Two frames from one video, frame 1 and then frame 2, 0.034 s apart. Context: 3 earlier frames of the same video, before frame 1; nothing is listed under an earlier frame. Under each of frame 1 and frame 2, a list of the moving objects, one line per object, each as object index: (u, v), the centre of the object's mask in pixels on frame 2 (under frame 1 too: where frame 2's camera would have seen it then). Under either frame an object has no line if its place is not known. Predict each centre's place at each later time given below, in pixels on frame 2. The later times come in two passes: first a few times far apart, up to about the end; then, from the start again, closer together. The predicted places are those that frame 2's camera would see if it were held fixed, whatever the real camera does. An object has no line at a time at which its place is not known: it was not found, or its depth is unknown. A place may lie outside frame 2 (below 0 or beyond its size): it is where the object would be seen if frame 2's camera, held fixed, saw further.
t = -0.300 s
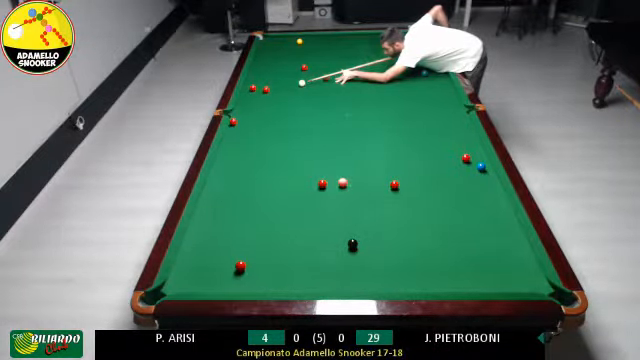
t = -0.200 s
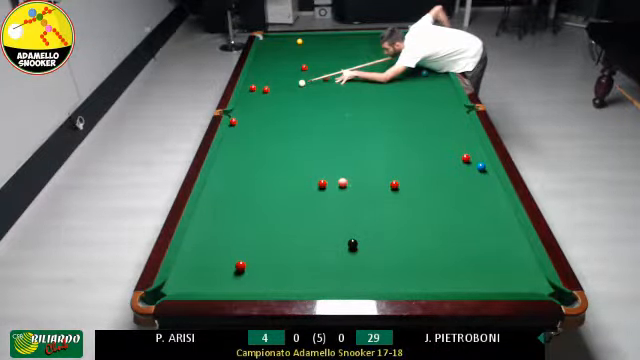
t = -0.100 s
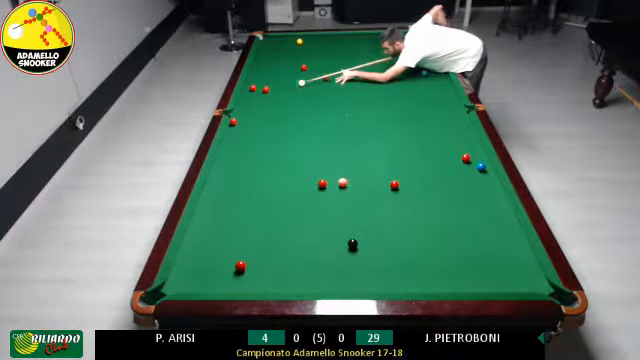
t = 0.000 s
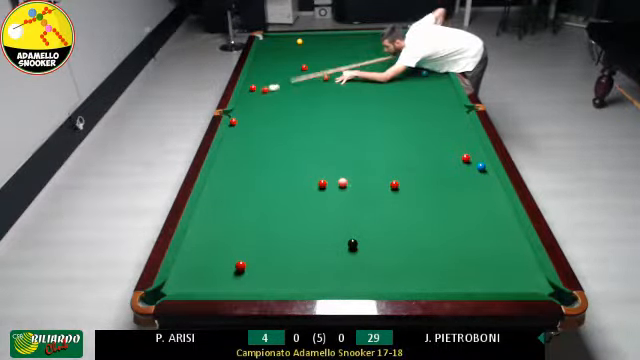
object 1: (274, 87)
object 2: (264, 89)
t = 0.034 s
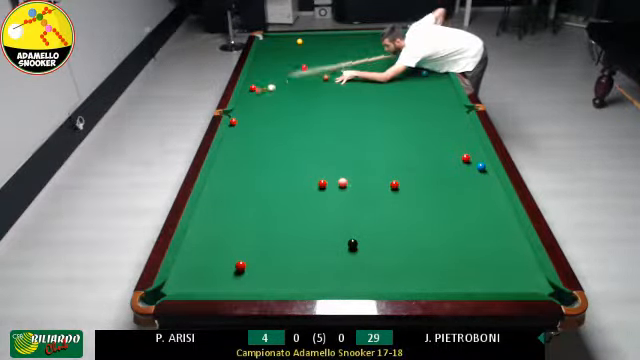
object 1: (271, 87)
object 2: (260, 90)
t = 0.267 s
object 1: (262, 88)
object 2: (275, 98)
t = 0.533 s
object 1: (257, 88)
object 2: (325, 103)
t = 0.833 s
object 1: (254, 89)
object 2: (383, 108)
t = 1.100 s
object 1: (253, 89)
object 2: (436, 114)
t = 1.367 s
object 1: (253, 89)
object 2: (449, 118)
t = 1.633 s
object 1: (252, 90)
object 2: (417, 122)
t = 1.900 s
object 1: (252, 90)
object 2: (387, 124)
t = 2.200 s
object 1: (252, 90)
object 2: (353, 129)
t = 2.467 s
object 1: (252, 90)
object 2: (323, 132)
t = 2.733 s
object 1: (252, 90)
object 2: (293, 135)
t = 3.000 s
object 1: (252, 90)
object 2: (265, 138)
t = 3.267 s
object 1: (252, 90)
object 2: (238, 141)
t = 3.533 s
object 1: (252, 90)
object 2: (231, 143)
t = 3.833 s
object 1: (252, 90)
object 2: (246, 145)
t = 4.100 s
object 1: (252, 90)
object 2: (261, 146)
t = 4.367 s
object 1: (252, 90)
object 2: (275, 147)
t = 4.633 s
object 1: (252, 90)
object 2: (287, 148)
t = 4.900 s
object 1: (252, 90)
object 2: (299, 148)
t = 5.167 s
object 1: (252, 90)
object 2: (311, 150)
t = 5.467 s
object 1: (252, 90)
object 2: (320, 150)
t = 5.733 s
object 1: (252, 90)
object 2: (330, 151)
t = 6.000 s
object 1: (252, 90)
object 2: (337, 152)
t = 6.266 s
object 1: (252, 90)
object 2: (343, 152)
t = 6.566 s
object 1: (252, 90)
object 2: (350, 153)
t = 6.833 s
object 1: (252, 90)
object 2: (355, 154)
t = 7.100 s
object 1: (252, 90)
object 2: (358, 154)
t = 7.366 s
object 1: (252, 90)
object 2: (360, 154)
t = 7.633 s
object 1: (252, 90)
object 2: (361, 154)
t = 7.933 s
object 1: (252, 90)
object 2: (361, 154)
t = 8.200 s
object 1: (252, 90)
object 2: (362, 155)
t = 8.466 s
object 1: (252, 90)
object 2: (362, 155)
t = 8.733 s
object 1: (252, 90)
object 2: (361, 155)
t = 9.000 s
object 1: (252, 90)
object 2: (362, 155)
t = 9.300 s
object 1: (252, 90)
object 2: (361, 155)
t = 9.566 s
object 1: (252, 90)
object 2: (361, 155)
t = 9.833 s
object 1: (252, 90)
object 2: (361, 155)
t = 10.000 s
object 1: (252, 90)
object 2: (361, 155)
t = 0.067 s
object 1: (271, 87)
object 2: (247, 93)
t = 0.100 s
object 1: (270, 88)
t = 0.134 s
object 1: (268, 88)
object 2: (250, 94)
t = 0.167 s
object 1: (267, 87)
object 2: (259, 96)
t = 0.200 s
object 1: (266, 87)
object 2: (263, 97)
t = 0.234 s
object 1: (264, 88)
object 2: (268, 97)
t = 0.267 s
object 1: (262, 88)
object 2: (275, 98)
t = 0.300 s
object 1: (261, 88)
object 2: (283, 99)
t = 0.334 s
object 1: (260, 88)
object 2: (288, 99)
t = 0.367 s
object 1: (259, 88)
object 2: (294, 100)
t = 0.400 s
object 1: (258, 88)
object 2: (300, 100)
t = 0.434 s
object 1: (258, 88)
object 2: (307, 101)
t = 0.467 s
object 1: (258, 88)
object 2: (313, 102)
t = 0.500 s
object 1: (257, 88)
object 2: (319, 102)
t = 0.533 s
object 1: (257, 88)
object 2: (325, 103)
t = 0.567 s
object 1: (256, 88)
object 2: (331, 103)
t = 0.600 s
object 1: (256, 89)
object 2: (338, 104)
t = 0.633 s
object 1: (255, 89)
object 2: (344, 104)
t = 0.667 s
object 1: (255, 89)
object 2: (350, 105)
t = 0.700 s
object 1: (254, 89)
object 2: (357, 106)
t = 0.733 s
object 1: (254, 89)
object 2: (363, 106)
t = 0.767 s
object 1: (254, 89)
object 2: (370, 107)
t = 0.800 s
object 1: (254, 89)
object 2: (376, 107)
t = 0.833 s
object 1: (254, 89)
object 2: (383, 108)
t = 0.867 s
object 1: (254, 89)
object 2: (390, 109)
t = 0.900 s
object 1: (254, 89)
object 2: (396, 110)
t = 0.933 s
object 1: (254, 89)
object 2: (404, 111)
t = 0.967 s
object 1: (254, 89)
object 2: (409, 111)
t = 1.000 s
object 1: (253, 89)
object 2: (417, 111)
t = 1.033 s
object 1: (253, 89)
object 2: (423, 112)
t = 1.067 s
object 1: (253, 90)
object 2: (429, 113)
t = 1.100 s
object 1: (253, 89)
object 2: (436, 114)
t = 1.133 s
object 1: (253, 89)
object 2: (442, 114)
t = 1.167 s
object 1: (253, 89)
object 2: (449, 115)
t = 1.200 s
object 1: (253, 89)
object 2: (456, 116)
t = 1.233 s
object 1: (253, 89)
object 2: (463, 116)
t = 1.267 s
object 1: (253, 89)
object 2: (463, 116)
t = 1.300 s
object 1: (253, 89)
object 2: (458, 117)
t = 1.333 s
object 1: (253, 89)
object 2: (453, 118)
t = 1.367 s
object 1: (253, 89)
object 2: (449, 118)
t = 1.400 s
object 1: (252, 89)
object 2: (444, 118)
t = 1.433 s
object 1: (252, 89)
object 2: (440, 118)
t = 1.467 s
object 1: (252, 89)
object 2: (436, 119)
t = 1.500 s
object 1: (252, 89)
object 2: (432, 120)
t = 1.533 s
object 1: (252, 89)
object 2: (428, 120)
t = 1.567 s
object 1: (252, 89)
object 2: (425, 121)
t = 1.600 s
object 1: (252, 90)
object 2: (421, 121)
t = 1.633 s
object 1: (252, 90)
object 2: (417, 122)
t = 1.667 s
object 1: (252, 90)
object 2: (413, 122)
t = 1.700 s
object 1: (252, 90)
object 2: (409, 122)
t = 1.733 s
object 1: (252, 90)
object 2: (405, 122)
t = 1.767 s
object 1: (252, 90)
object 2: (401, 123)
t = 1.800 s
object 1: (252, 90)
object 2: (397, 123)
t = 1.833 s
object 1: (252, 90)
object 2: (393, 124)
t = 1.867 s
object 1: (252, 90)
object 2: (390, 124)
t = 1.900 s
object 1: (252, 90)
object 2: (387, 124)
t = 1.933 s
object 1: (252, 90)
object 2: (383, 125)
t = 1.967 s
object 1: (252, 90)
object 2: (379, 126)
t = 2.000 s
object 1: (252, 90)
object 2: (375, 126)
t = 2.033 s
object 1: (252, 90)
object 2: (371, 127)
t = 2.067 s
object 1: (252, 90)
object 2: (368, 127)
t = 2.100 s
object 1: (252, 90)
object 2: (363, 127)
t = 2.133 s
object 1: (252, 90)
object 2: (360, 128)
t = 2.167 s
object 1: (252, 90)
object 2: (357, 128)
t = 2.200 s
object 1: (252, 90)
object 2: (353, 129)
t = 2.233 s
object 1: (252, 90)
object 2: (348, 129)
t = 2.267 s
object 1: (252, 90)
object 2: (344, 130)
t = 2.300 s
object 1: (252, 90)
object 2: (341, 131)
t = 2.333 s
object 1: (252, 90)
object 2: (337, 131)
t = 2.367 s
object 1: (252, 90)
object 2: (333, 131)
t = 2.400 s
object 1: (252, 90)
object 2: (329, 131)
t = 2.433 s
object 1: (252, 90)
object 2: (325, 131)
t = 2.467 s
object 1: (252, 90)
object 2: (323, 132)
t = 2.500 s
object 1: (252, 90)
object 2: (319, 132)
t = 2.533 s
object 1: (252, 90)
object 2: (315, 132)
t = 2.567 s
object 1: (252, 90)
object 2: (312, 133)
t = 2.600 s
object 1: (252, 90)
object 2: (308, 133)
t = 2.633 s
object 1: (252, 90)
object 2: (304, 134)
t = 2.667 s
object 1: (252, 90)
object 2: (301, 134)
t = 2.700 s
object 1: (252, 90)
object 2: (297, 135)
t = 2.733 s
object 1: (252, 90)
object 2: (293, 135)
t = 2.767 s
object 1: (252, 90)
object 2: (291, 135)
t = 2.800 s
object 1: (252, 90)
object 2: (286, 136)
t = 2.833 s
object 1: (252, 90)
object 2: (283, 136)
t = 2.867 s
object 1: (252, 90)
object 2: (279, 136)
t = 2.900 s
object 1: (252, 90)
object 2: (277, 137)
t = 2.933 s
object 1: (252, 90)
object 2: (272, 137)
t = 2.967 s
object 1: (252, 90)
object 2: (269, 138)
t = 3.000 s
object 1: (252, 90)
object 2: (265, 138)
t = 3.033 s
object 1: (252, 90)
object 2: (262, 138)
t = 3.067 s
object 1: (252, 90)
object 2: (259, 139)
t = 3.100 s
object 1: (252, 90)
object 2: (255, 139)
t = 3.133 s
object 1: (252, 90)
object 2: (252, 139)
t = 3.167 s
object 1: (252, 90)
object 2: (248, 140)
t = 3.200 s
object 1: (252, 90)
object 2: (245, 140)
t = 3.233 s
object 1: (252, 90)
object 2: (242, 141)
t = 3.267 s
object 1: (252, 90)
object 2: (238, 141)
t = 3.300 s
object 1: (252, 90)
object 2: (234, 142)
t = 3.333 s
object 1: (252, 90)
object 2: (232, 142)
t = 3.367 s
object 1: (252, 90)
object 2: (228, 142)
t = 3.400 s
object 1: (252, 90)
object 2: (226, 142)
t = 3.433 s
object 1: (252, 90)
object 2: (226, 142)
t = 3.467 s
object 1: (252, 90)
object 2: (227, 143)
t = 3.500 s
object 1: (252, 90)
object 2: (229, 143)
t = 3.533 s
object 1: (252, 90)
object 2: (231, 143)
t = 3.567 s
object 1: (252, 90)
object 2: (232, 143)
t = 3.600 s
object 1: (252, 90)
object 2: (232, 143)
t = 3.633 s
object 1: (252, 90)
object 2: (236, 144)
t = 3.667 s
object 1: (252, 90)
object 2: (238, 144)
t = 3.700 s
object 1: (252, 90)
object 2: (240, 144)
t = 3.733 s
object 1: (252, 90)
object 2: (242, 144)
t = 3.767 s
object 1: (252, 90)
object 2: (244, 144)
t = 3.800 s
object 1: (252, 90)
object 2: (246, 144)
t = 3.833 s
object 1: (252, 90)
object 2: (246, 145)
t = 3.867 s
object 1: (252, 90)
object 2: (249, 145)
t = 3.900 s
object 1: (252, 90)
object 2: (251, 145)
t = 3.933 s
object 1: (252, 90)
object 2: (252, 145)
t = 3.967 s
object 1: (252, 90)
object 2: (255, 145)
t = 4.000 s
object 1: (252, 90)
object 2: (256, 145)
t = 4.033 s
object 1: (252, 90)
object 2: (258, 146)
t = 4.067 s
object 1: (252, 90)
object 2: (259, 146)
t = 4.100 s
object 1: (252, 90)
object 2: (261, 146)
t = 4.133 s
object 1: (252, 90)
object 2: (263, 146)
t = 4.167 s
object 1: (252, 90)
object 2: (265, 146)
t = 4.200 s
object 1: (252, 90)
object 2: (267, 146)
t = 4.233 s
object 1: (252, 90)
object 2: (268, 146)
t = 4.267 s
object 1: (252, 90)
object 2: (270, 147)
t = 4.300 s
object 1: (252, 90)
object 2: (272, 146)
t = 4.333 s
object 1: (252, 90)
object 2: (273, 147)
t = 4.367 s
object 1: (252, 90)
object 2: (275, 147)
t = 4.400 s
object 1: (252, 90)
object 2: (277, 147)
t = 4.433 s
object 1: (252, 90)
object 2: (278, 147)
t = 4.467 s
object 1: (252, 90)
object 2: (280, 147)
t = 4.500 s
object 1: (252, 90)
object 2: (281, 148)
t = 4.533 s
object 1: (252, 90)
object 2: (283, 148)
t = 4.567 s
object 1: (252, 90)
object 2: (285, 148)
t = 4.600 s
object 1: (252, 90)
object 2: (286, 148)
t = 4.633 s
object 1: (252, 90)
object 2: (287, 148)
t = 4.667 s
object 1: (252, 90)
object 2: (288, 148)
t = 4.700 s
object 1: (252, 90)
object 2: (291, 148)
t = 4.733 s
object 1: (252, 90)
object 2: (292, 148)
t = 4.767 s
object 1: (252, 90)
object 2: (293, 148)
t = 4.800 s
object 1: (252, 90)
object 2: (295, 148)
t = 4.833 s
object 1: (252, 90)
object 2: (296, 148)
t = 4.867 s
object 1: (252, 90)
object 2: (298, 148)
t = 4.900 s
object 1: (252, 90)
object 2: (299, 148)
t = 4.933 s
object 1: (252, 90)
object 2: (300, 149)
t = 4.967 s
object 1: (252, 90)
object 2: (302, 149)
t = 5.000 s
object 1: (252, 90)
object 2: (304, 149)
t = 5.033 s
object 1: (252, 90)
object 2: (304, 149)
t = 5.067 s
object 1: (252, 90)
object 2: (306, 149)
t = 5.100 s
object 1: (252, 90)
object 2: (307, 149)
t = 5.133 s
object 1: (252, 90)
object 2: (308, 149)
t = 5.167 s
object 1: (252, 90)
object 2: (311, 150)
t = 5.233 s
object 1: (252, 90)
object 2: (312, 150)
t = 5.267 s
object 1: (252, 90)
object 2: (314, 149)
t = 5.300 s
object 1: (252, 90)
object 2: (315, 150)
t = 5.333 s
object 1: (252, 90)
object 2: (316, 150)
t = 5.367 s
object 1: (252, 90)
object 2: (317, 150)
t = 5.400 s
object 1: (252, 90)
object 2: (318, 150)
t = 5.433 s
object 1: (252, 90)
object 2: (320, 150)
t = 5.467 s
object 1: (252, 90)
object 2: (320, 150)
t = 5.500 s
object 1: (252, 90)
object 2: (322, 150)
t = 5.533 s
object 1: (252, 90)
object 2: (323, 150)
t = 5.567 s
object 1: (252, 90)
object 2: (324, 151)
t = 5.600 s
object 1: (252, 90)
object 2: (325, 151)
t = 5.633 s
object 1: (252, 90)
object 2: (326, 151)
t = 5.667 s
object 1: (252, 90)
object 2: (327, 151)
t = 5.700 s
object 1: (252, 90)
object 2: (328, 151)
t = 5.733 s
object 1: (252, 90)
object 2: (330, 151)
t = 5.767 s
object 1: (252, 90)
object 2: (330, 151)
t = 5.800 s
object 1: (252, 90)
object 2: (331, 151)
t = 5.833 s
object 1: (252, 90)
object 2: (332, 151)
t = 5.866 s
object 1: (252, 90)
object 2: (333, 151)
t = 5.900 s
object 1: (252, 90)
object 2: (334, 151)
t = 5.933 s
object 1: (252, 90)
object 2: (335, 151)
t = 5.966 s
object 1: (252, 90)
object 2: (336, 152)
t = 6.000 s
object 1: (252, 90)
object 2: (337, 152)
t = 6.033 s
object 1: (252, 90)
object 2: (338, 152)
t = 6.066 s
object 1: (252, 90)
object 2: (339, 152)
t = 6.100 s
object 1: (252, 90)
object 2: (340, 152)
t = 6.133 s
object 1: (252, 90)
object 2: (341, 152)
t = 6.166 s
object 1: (252, 90)
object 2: (341, 152)
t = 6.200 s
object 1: (252, 90)
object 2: (342, 152)
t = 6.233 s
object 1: (252, 90)
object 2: (343, 152)
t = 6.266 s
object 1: (252, 90)
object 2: (343, 152)
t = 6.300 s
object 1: (252, 90)
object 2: (344, 152)
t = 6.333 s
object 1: (252, 90)
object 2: (345, 152)
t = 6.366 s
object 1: (252, 90)
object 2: (346, 153)
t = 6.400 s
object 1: (252, 90)
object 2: (347, 153)
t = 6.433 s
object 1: (252, 90)
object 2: (347, 153)
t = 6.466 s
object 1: (252, 90)
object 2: (348, 153)
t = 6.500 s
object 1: (252, 90)
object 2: (349, 153)
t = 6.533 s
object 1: (252, 90)
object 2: (349, 153)
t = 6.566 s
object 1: (252, 90)
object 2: (350, 153)
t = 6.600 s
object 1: (252, 90)
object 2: (350, 153)
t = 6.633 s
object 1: (252, 90)
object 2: (351, 153)
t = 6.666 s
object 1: (252, 90)
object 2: (352, 153)
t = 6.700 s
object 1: (252, 90)
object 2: (352, 153)
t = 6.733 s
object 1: (252, 90)
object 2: (353, 154)
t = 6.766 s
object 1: (252, 90)
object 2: (353, 154)
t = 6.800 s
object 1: (252, 90)
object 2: (354, 154)
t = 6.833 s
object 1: (252, 90)
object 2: (355, 154)
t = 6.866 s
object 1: (252, 90)
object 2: (355, 154)
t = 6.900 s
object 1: (252, 90)
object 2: (356, 154)
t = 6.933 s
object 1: (252, 90)
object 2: (356, 153)
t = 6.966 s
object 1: (252, 90)
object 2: (356, 153)
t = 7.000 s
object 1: (252, 90)
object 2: (356, 154)
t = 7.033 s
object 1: (252, 90)
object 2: (357, 154)
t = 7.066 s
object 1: (252, 90)
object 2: (357, 154)
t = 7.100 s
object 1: (252, 90)
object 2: (358, 154)
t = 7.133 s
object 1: (252, 90)
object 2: (358, 154)
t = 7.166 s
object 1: (252, 90)
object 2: (358, 154)
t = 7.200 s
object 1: (252, 90)
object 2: (359, 154)
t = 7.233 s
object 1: (252, 90)
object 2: (359, 154)
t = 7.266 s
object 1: (252, 90)
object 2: (359, 154)
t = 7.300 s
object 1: (252, 90)
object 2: (359, 154)
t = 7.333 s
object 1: (252, 90)
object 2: (360, 154)
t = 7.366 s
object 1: (252, 90)
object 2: (360, 154)
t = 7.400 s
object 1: (252, 90)
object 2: (360, 154)
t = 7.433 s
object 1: (252, 90)
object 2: (361, 154)
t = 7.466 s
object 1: (252, 90)
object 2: (361, 154)
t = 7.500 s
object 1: (252, 90)
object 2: (361, 154)
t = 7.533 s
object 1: (252, 90)
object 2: (361, 154)
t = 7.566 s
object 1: (252, 90)
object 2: (361, 154)
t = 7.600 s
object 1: (252, 90)
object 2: (361, 154)
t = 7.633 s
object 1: (252, 90)
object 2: (361, 154)
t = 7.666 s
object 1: (252, 90)
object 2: (361, 154)
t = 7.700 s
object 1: (252, 90)
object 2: (361, 154)
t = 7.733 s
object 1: (252, 90)
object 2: (361, 154)
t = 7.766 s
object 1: (252, 90)
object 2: (361, 154)
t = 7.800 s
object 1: (252, 90)
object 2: (361, 154)
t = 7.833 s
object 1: (252, 90)
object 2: (361, 154)
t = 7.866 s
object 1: (252, 90)
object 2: (361, 154)
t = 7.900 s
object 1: (252, 90)
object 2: (361, 154)
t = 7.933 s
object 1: (252, 90)
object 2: (361, 154)
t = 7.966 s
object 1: (252, 90)
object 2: (361, 154)
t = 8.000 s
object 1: (252, 90)
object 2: (362, 155)
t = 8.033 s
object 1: (252, 90)
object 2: (361, 155)
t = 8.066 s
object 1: (252, 90)
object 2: (362, 155)
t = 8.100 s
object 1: (252, 90)
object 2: (362, 155)
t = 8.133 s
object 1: (252, 90)
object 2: (362, 155)
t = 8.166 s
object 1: (252, 90)
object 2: (362, 155)
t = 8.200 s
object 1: (252, 90)
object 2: (362, 155)
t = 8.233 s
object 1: (252, 90)
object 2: (362, 155)
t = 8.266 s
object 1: (252, 90)
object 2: (362, 155)
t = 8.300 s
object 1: (252, 90)
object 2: (362, 155)
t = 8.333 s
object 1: (252, 90)
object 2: (362, 155)
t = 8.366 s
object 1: (252, 90)
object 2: (362, 155)
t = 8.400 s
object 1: (252, 90)
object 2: (362, 155)
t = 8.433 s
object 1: (252, 90)
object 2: (362, 155)
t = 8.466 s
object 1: (252, 90)
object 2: (362, 155)
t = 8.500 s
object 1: (252, 90)
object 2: (362, 155)
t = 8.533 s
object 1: (252, 90)
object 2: (361, 155)
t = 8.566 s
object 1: (252, 90)
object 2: (361, 155)
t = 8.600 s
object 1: (252, 90)
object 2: (361, 155)
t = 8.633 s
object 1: (252, 90)
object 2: (361, 155)
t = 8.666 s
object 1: (252, 90)
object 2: (361, 155)
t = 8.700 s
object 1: (252, 90)
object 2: (361, 155)
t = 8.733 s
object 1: (252, 90)
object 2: (361, 155)
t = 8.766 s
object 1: (252, 90)
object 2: (361, 155)
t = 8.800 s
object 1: (252, 90)
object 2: (361, 155)
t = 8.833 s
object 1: (252, 90)
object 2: (362, 155)
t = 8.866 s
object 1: (252, 90)
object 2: (361, 155)
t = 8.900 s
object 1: (252, 90)
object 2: (362, 155)
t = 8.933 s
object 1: (252, 90)
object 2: (362, 155)
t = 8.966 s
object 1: (252, 90)
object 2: (362, 155)
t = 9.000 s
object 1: (252, 90)
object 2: (362, 155)
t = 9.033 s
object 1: (252, 90)
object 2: (361, 155)
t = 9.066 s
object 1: (252, 90)
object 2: (361, 155)
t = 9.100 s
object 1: (252, 90)
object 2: (361, 155)
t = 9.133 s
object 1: (252, 90)
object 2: (361, 155)
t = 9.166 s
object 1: (252, 90)
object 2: (361, 155)
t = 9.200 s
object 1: (252, 90)
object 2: (361, 155)
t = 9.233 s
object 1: (252, 90)
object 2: (361, 155)
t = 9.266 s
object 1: (252, 90)
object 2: (361, 155)
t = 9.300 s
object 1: (252, 90)
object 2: (361, 155)
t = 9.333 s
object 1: (252, 90)
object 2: (361, 155)
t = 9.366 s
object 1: (252, 90)
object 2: (361, 155)
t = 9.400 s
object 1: (252, 90)
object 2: (361, 155)
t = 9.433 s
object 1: (252, 90)
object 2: (361, 155)
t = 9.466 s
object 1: (252, 90)
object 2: (361, 155)
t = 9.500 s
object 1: (252, 90)
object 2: (361, 155)
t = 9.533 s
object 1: (252, 90)
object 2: (361, 155)
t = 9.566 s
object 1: (252, 90)
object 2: (361, 155)
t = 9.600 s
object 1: (252, 90)
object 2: (362, 155)
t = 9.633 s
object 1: (252, 90)
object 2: (361, 155)
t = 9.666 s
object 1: (252, 90)
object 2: (361, 155)
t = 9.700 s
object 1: (252, 90)
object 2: (361, 155)
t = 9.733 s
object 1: (252, 90)
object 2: (361, 155)
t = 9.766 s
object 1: (252, 90)
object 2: (361, 155)
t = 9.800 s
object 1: (252, 90)
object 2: (361, 155)
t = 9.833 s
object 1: (252, 90)
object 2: (361, 155)
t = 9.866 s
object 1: (252, 90)
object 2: (361, 155)
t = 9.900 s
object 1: (252, 90)
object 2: (361, 155)
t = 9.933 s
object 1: (252, 90)
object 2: (361, 155)
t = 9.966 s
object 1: (252, 90)
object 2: (361, 155)
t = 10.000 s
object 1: (252, 90)
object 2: (361, 155)
